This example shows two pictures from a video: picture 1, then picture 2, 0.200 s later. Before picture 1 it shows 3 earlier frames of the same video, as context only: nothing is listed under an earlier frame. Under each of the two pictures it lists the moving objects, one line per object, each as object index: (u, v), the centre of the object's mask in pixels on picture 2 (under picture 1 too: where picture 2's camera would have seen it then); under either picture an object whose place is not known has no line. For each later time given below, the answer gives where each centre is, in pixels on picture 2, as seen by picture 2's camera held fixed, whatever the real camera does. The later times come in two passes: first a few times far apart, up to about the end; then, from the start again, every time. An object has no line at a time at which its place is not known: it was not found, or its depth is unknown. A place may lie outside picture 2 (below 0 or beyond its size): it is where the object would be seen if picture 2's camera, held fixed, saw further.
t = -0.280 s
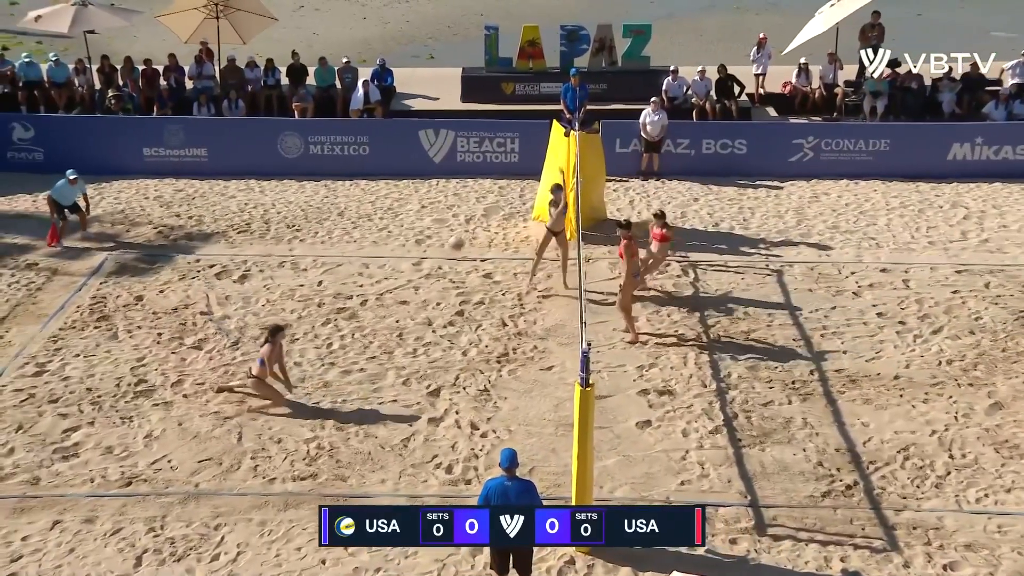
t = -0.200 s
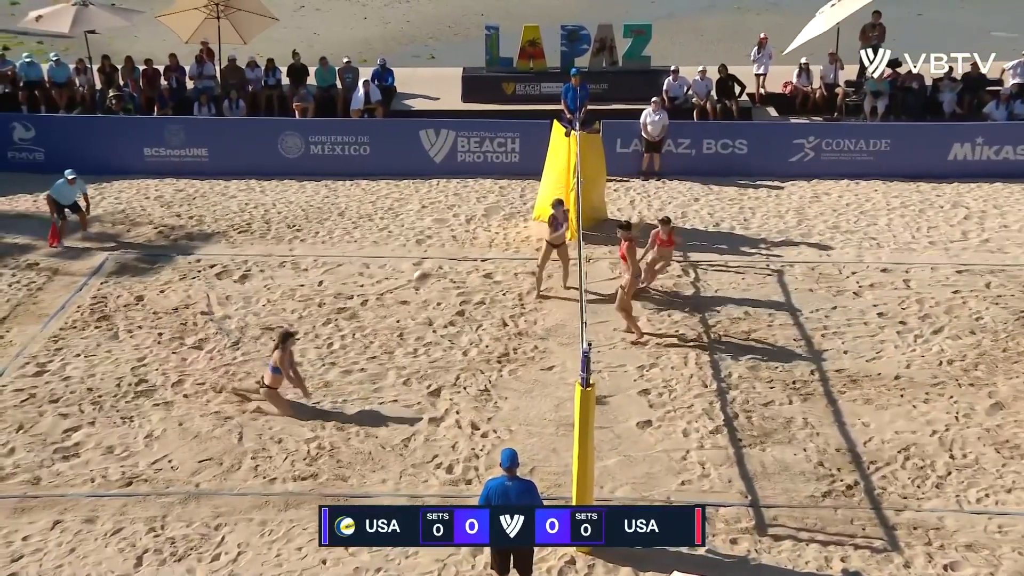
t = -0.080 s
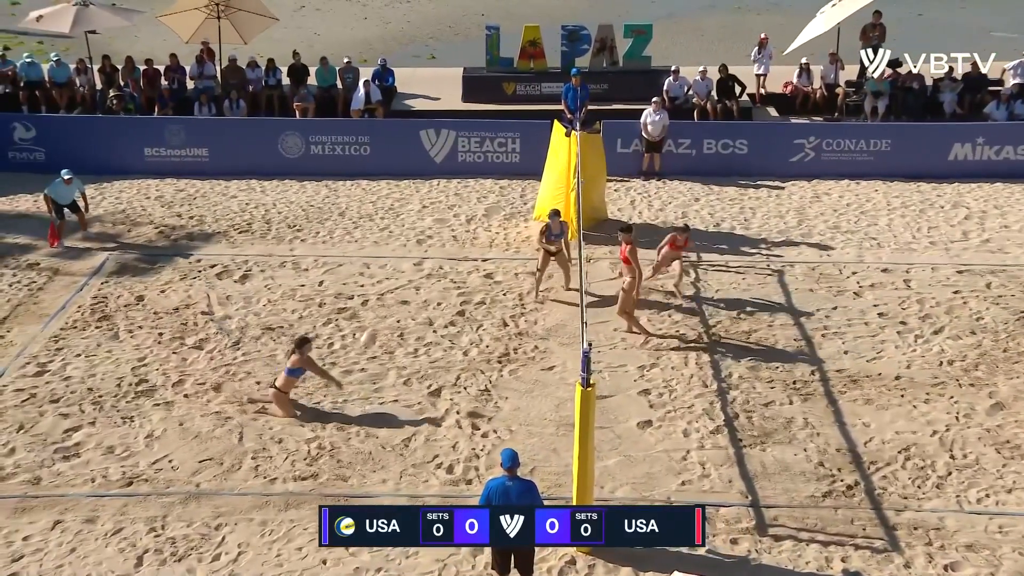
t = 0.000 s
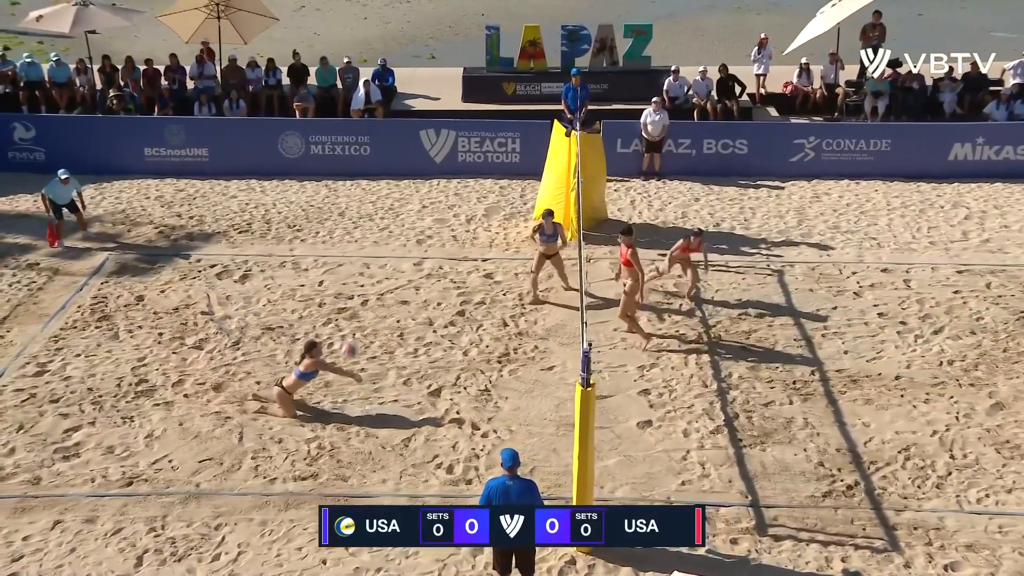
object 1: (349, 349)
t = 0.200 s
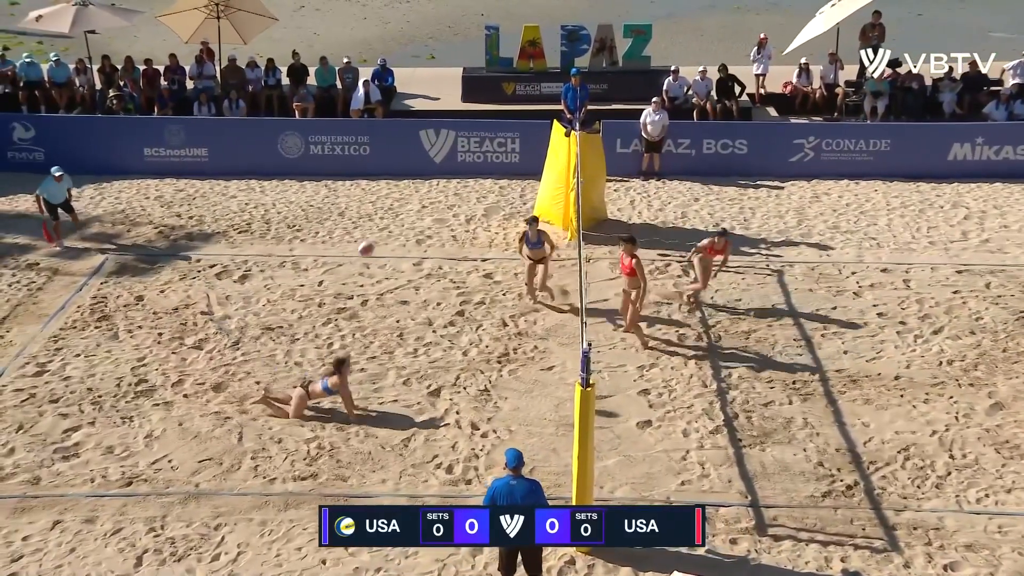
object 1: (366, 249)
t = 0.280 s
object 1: (372, 217)
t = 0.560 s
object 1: (389, 143)
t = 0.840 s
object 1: (402, 123)
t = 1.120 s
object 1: (413, 152)
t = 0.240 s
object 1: (369, 232)
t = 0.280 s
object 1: (372, 217)
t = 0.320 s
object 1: (375, 204)
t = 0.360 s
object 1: (377, 190)
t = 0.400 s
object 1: (380, 178)
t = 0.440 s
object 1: (383, 168)
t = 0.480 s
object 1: (384, 158)
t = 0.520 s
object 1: (387, 151)
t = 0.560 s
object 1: (389, 143)
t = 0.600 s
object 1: (391, 137)
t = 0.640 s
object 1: (393, 132)
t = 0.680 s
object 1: (395, 128)
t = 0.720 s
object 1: (397, 126)
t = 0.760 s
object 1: (399, 123)
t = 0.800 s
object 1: (401, 123)
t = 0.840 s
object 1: (402, 123)
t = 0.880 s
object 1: (404, 125)
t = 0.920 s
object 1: (405, 127)
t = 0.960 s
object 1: (407, 130)
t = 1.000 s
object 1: (409, 134)
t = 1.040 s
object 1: (409, 139)
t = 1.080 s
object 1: (409, 144)
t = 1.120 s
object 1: (413, 152)
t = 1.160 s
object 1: (415, 160)
